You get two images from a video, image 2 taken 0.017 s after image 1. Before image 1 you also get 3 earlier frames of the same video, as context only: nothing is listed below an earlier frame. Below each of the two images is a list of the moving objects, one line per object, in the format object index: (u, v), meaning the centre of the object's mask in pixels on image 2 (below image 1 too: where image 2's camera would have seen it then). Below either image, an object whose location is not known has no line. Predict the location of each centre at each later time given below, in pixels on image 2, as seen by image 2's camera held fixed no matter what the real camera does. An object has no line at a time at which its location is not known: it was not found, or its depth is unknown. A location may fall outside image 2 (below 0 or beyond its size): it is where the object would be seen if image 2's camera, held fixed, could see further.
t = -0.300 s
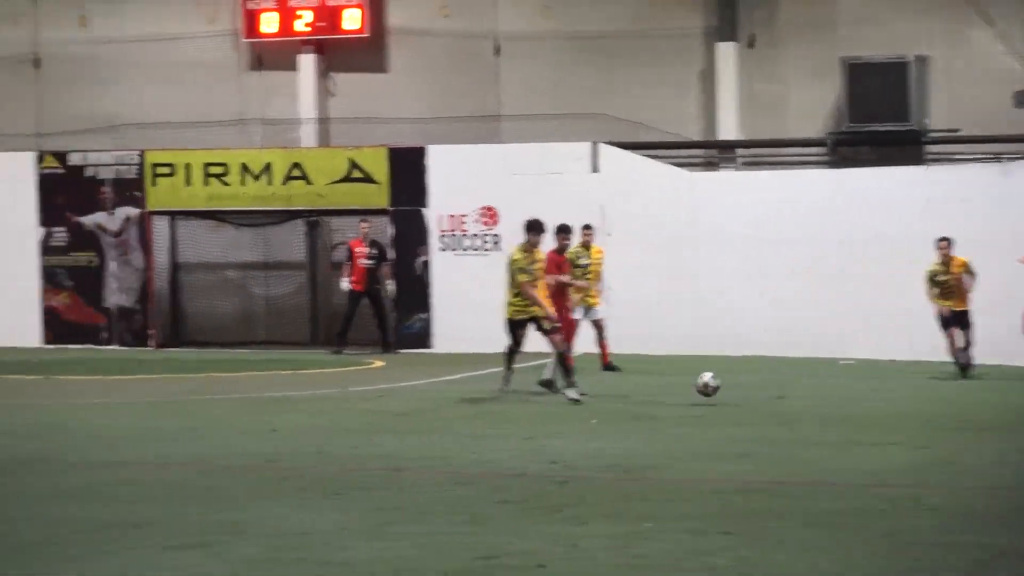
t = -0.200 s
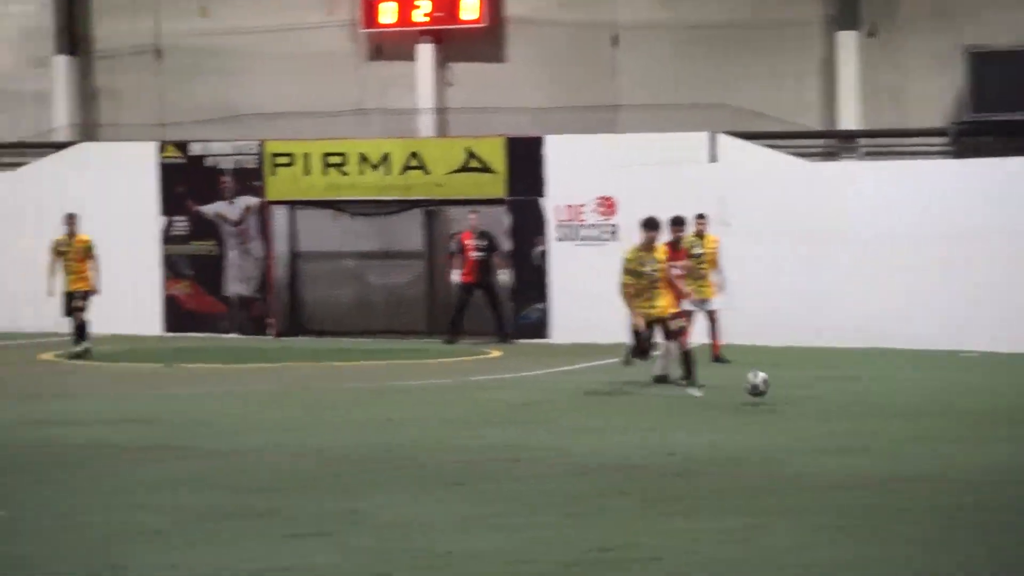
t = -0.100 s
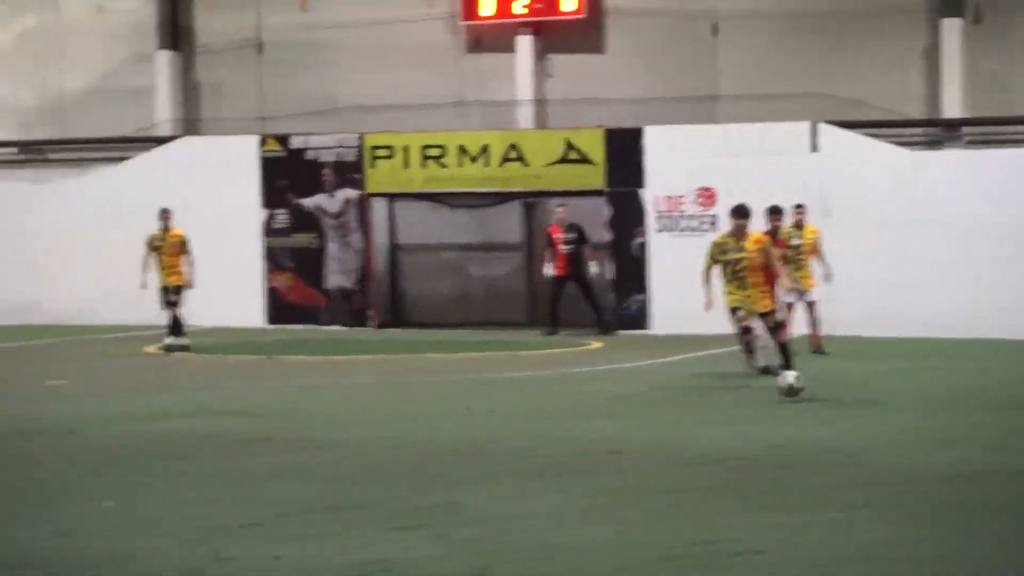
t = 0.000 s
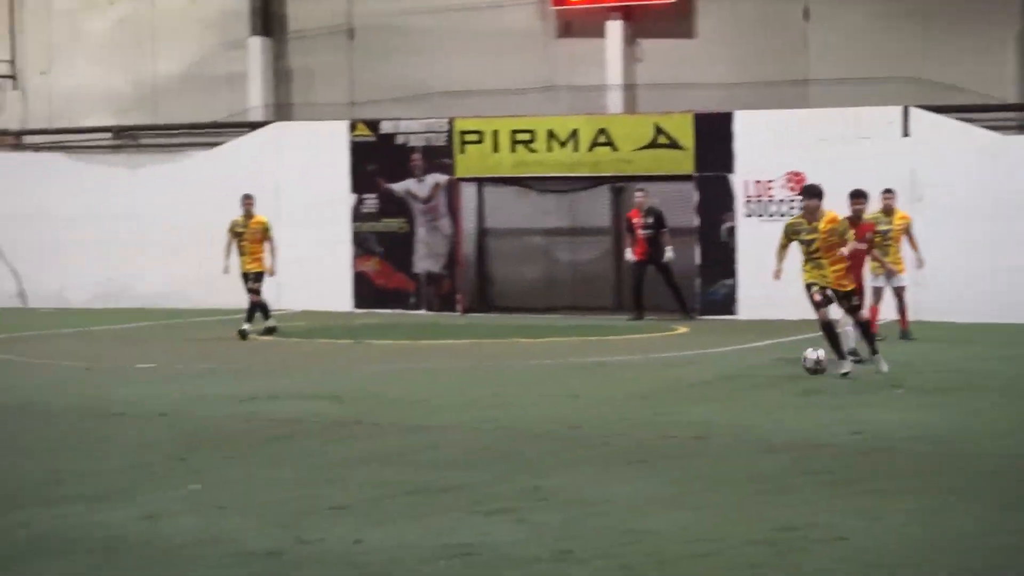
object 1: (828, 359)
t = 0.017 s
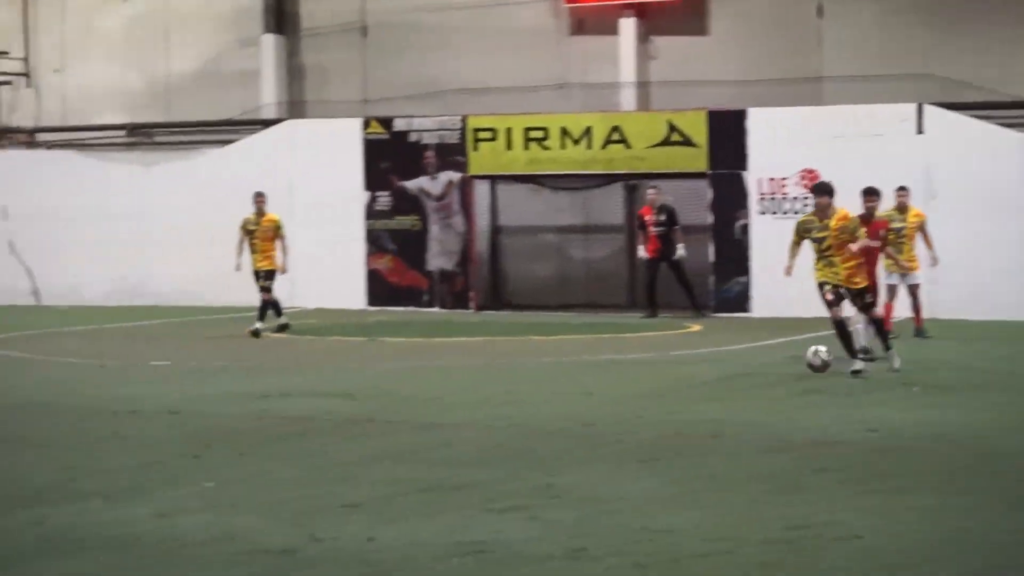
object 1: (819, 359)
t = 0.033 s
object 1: (808, 358)
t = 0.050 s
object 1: (798, 358)
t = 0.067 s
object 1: (788, 359)
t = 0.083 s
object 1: (778, 360)
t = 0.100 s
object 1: (767, 361)
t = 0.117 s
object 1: (757, 363)
